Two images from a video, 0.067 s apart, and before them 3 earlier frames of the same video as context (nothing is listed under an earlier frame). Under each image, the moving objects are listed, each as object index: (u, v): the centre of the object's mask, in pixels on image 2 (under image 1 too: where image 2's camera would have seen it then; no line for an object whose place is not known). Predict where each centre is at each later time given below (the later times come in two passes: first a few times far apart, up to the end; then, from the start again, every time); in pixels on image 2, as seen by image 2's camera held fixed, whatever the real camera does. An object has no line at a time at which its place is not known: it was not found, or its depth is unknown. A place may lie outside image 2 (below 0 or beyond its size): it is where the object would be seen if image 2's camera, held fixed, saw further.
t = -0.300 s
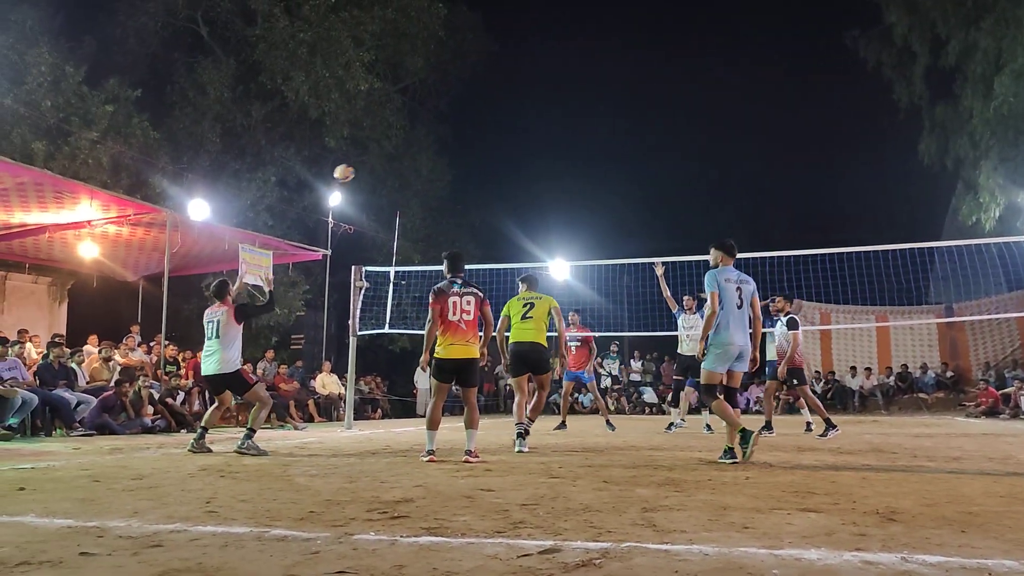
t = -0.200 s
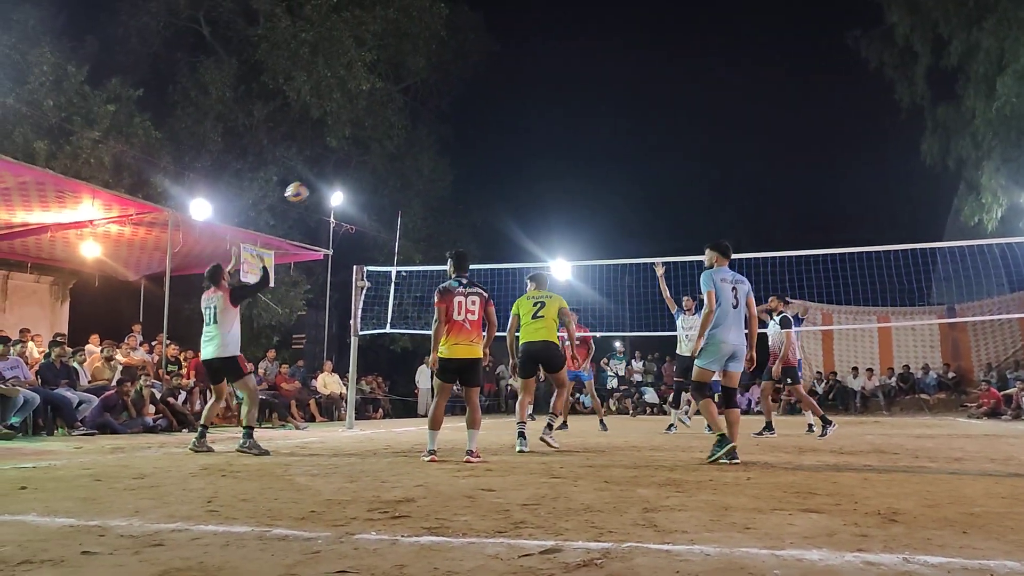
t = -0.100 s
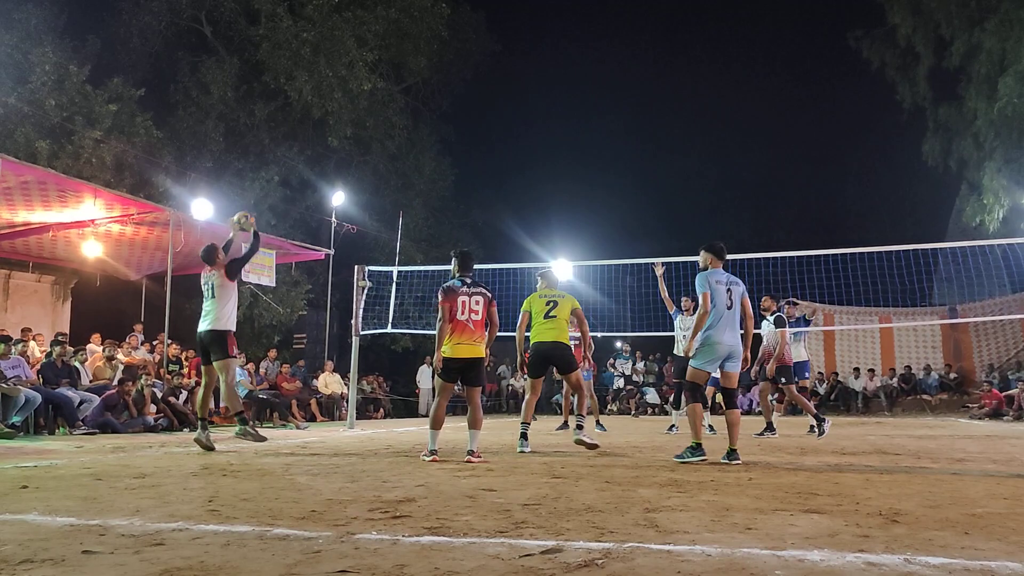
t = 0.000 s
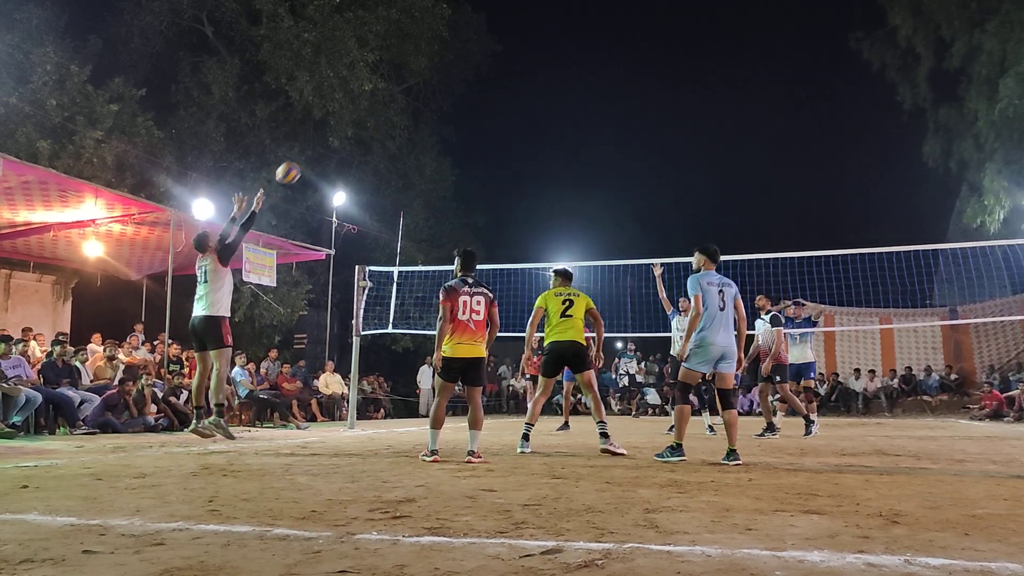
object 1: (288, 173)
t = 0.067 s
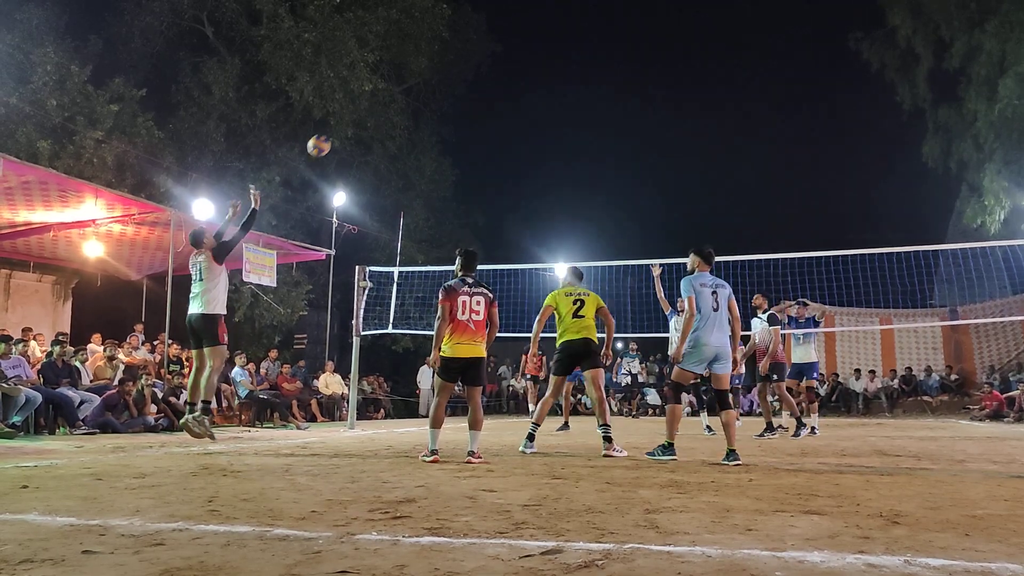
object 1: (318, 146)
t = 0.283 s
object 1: (411, 87)
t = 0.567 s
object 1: (519, 76)
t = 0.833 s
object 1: (611, 124)
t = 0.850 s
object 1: (616, 129)
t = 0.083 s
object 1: (326, 140)
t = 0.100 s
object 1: (334, 134)
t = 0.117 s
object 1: (341, 128)
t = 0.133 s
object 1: (348, 123)
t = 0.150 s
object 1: (355, 118)
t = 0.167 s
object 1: (362, 113)
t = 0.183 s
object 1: (370, 109)
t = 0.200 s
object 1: (377, 104)
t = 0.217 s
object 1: (383, 100)
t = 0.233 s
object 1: (390, 97)
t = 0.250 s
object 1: (397, 93)
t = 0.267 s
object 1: (404, 90)
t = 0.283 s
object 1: (411, 87)
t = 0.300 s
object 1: (418, 85)
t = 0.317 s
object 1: (425, 83)
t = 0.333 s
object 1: (431, 81)
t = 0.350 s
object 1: (438, 79)
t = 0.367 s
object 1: (444, 77)
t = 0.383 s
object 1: (451, 76)
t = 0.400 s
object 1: (457, 75)
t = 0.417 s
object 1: (463, 74)
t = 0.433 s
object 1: (470, 73)
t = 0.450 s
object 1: (476, 73)
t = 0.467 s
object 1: (482, 73)
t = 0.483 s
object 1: (488, 73)
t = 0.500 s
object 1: (494, 73)
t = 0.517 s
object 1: (500, 73)
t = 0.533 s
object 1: (506, 74)
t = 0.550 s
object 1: (513, 75)
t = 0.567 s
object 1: (519, 76)
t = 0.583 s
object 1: (525, 78)
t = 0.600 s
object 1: (530, 80)
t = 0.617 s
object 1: (536, 81)
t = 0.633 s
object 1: (542, 83)
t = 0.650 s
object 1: (548, 85)
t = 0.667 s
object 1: (554, 88)
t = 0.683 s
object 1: (560, 90)
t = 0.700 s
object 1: (566, 93)
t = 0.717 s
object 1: (572, 96)
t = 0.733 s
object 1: (577, 99)
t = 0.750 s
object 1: (583, 103)
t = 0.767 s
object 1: (589, 107)
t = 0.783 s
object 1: (594, 111)
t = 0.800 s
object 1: (600, 115)
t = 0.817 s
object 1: (605, 119)
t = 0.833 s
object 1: (611, 124)
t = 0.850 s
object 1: (616, 129)
